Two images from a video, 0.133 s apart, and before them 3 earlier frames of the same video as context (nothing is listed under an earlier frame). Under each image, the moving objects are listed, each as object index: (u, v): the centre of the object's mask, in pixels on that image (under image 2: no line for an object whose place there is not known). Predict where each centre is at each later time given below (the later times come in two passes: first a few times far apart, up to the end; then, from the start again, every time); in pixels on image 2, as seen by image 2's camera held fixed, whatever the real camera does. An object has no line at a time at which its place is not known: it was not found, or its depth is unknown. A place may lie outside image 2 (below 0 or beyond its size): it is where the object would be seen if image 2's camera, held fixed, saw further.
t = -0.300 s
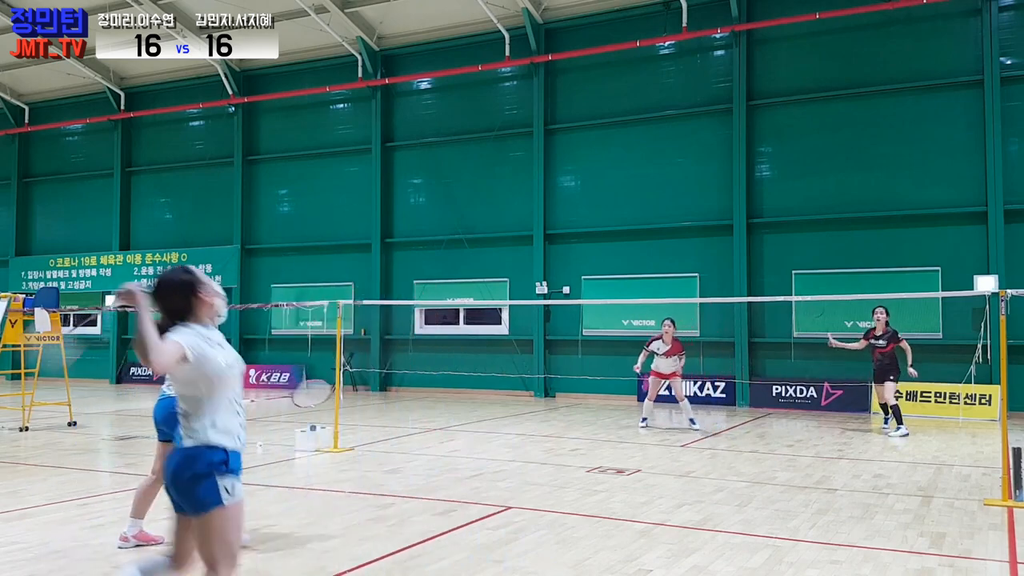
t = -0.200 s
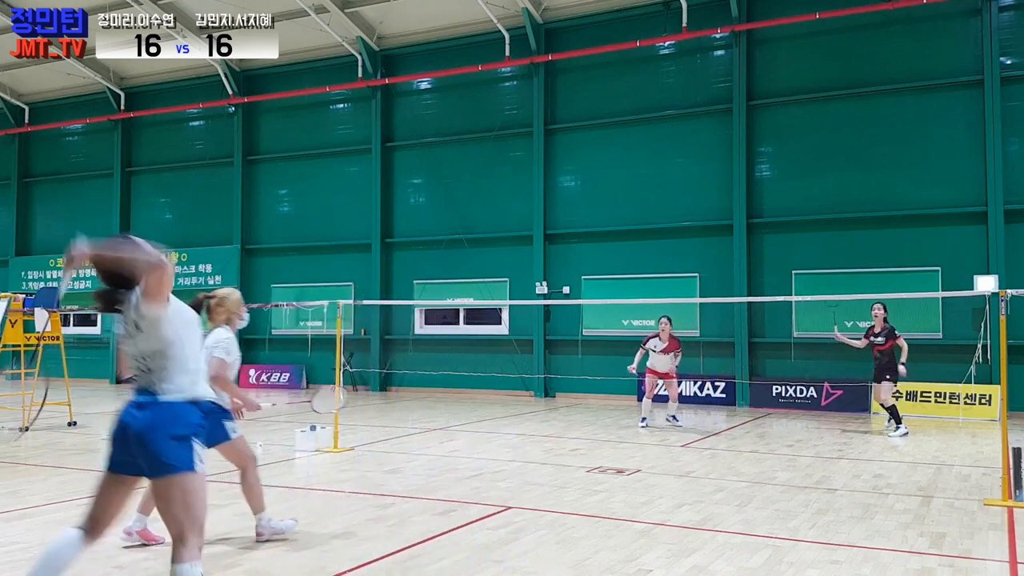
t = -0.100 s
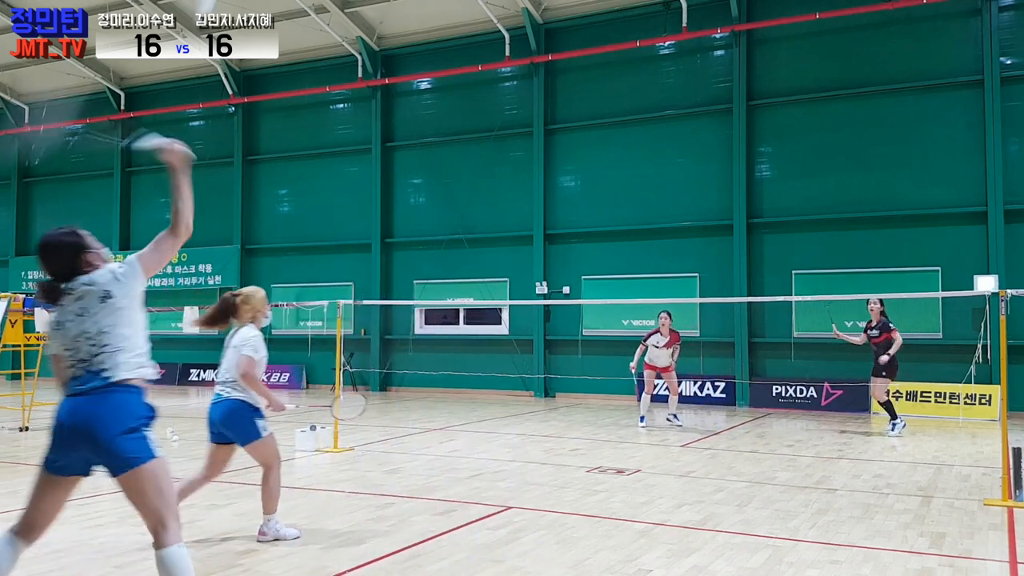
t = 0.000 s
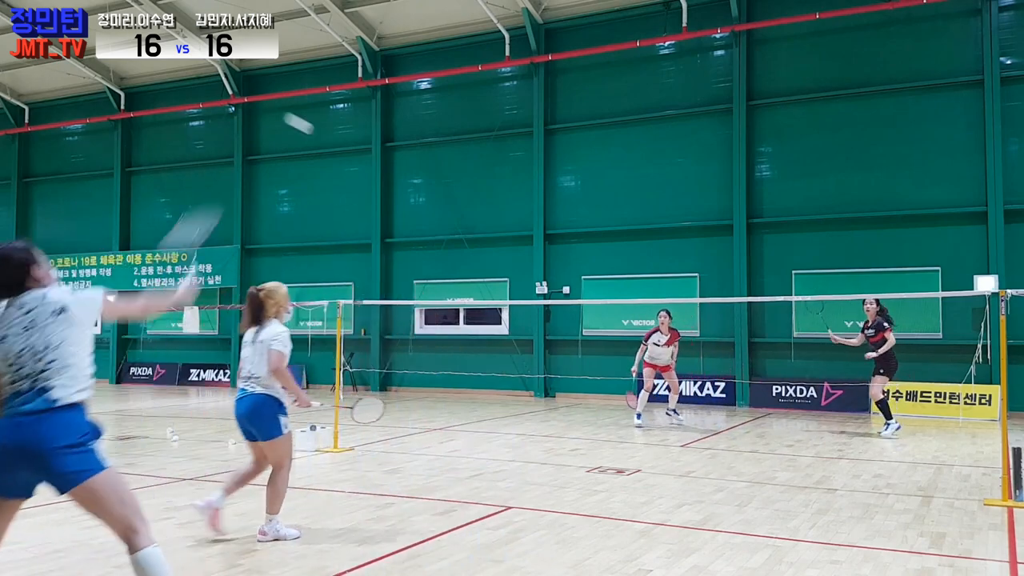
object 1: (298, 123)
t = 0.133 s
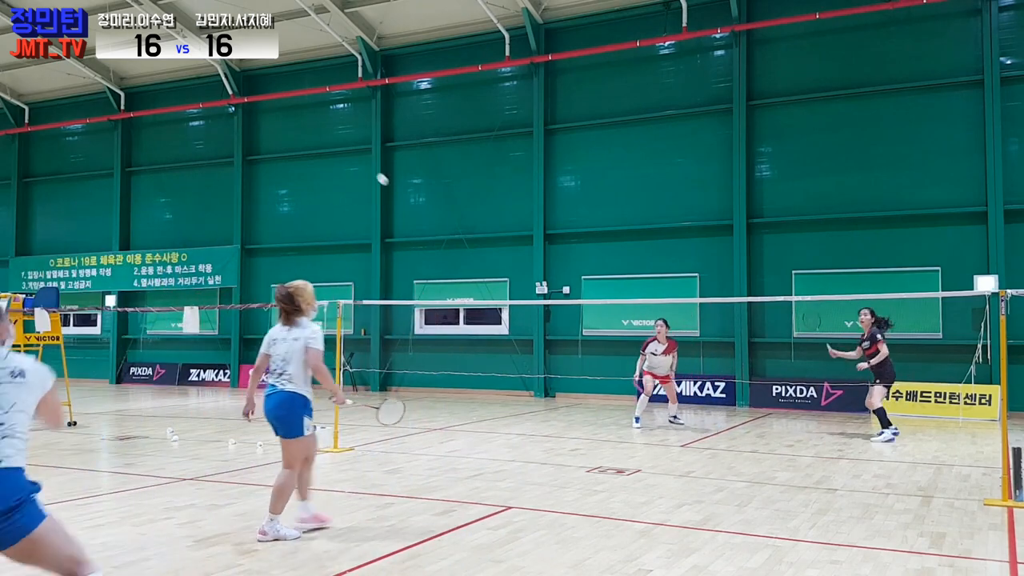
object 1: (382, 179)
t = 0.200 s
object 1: (400, 196)
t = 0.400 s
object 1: (431, 245)
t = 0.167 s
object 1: (392, 188)
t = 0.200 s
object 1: (400, 196)
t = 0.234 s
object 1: (407, 204)
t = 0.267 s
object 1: (413, 212)
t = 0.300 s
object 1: (418, 221)
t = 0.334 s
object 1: (423, 228)
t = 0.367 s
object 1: (427, 236)
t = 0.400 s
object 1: (431, 245)
